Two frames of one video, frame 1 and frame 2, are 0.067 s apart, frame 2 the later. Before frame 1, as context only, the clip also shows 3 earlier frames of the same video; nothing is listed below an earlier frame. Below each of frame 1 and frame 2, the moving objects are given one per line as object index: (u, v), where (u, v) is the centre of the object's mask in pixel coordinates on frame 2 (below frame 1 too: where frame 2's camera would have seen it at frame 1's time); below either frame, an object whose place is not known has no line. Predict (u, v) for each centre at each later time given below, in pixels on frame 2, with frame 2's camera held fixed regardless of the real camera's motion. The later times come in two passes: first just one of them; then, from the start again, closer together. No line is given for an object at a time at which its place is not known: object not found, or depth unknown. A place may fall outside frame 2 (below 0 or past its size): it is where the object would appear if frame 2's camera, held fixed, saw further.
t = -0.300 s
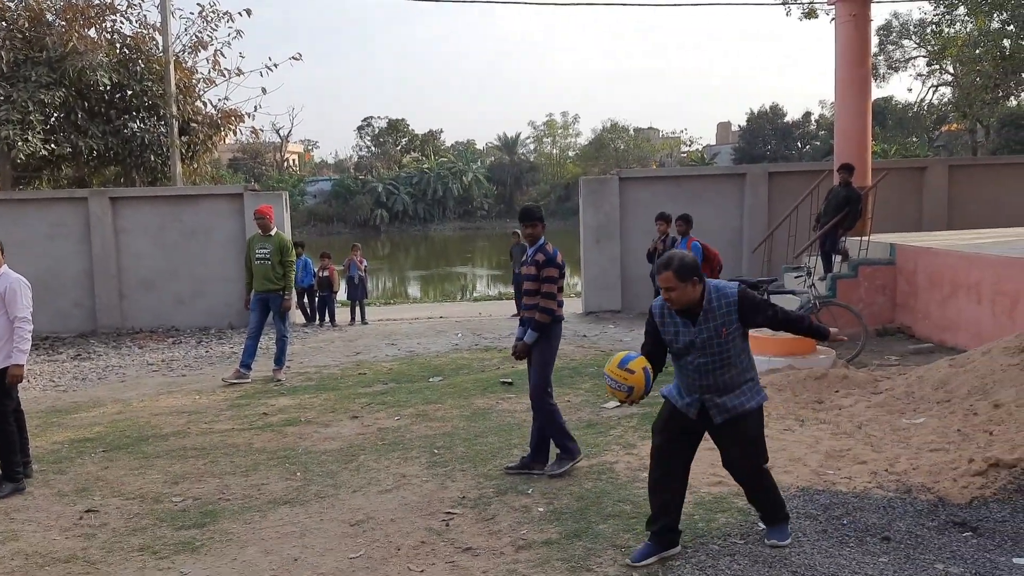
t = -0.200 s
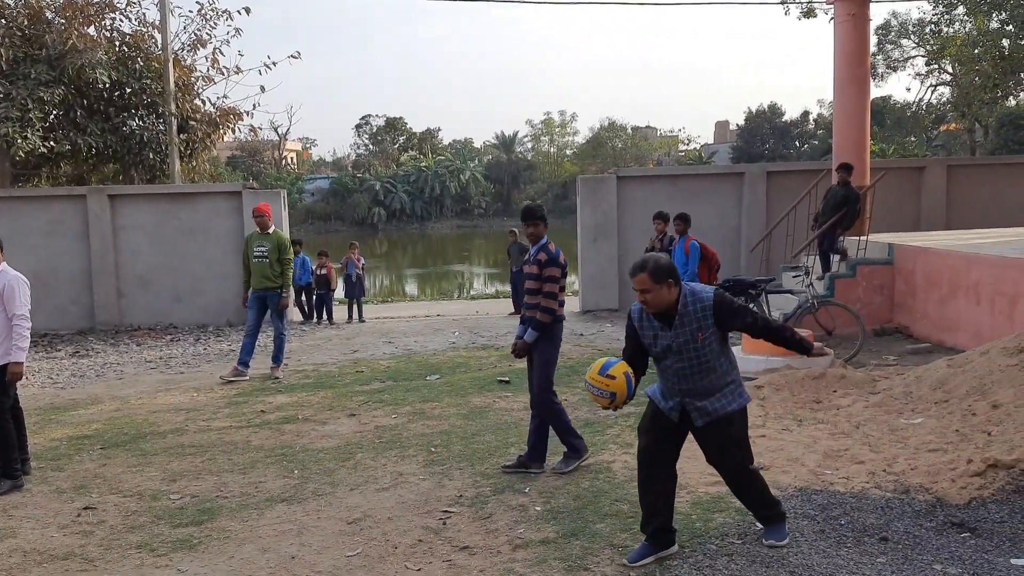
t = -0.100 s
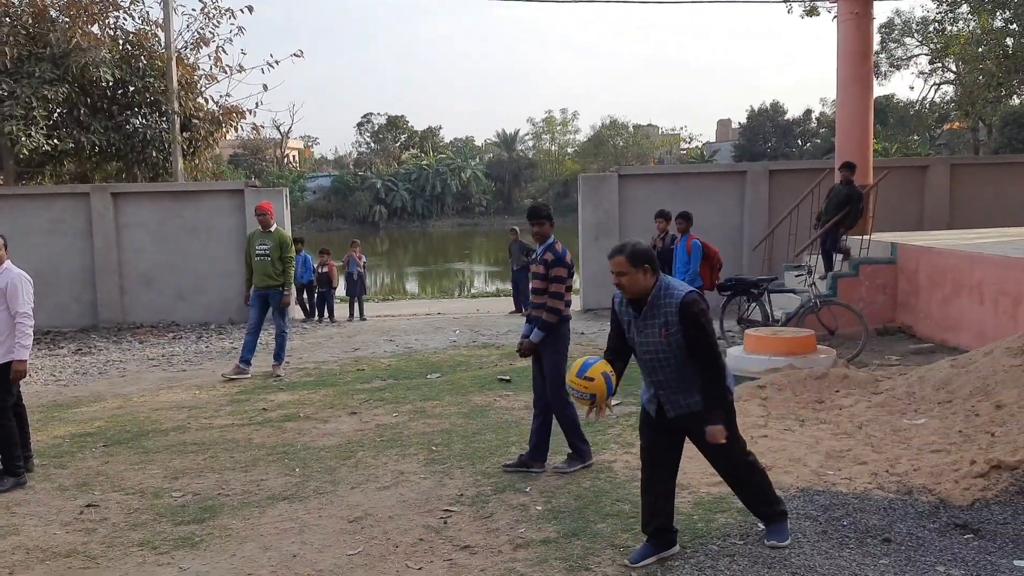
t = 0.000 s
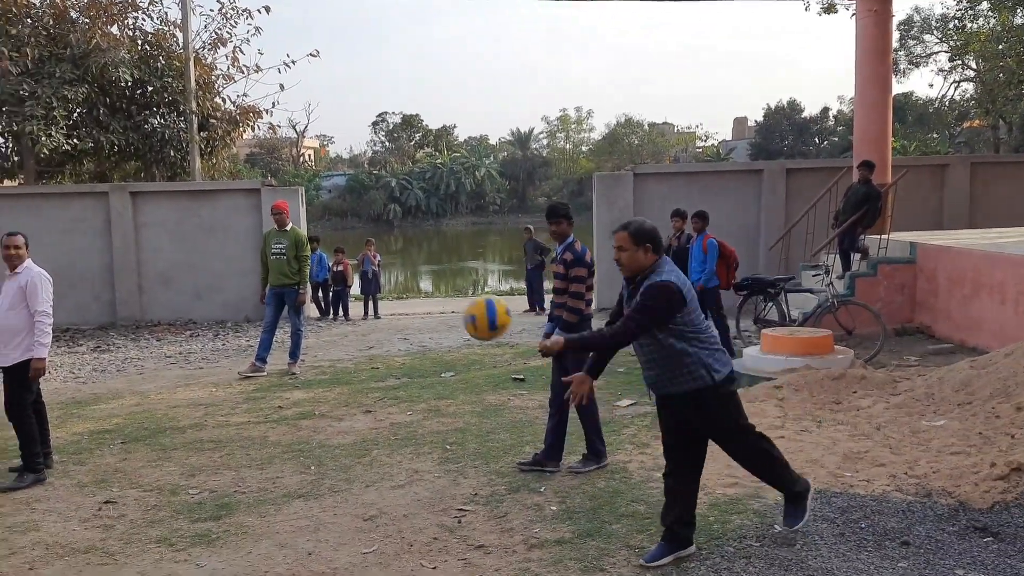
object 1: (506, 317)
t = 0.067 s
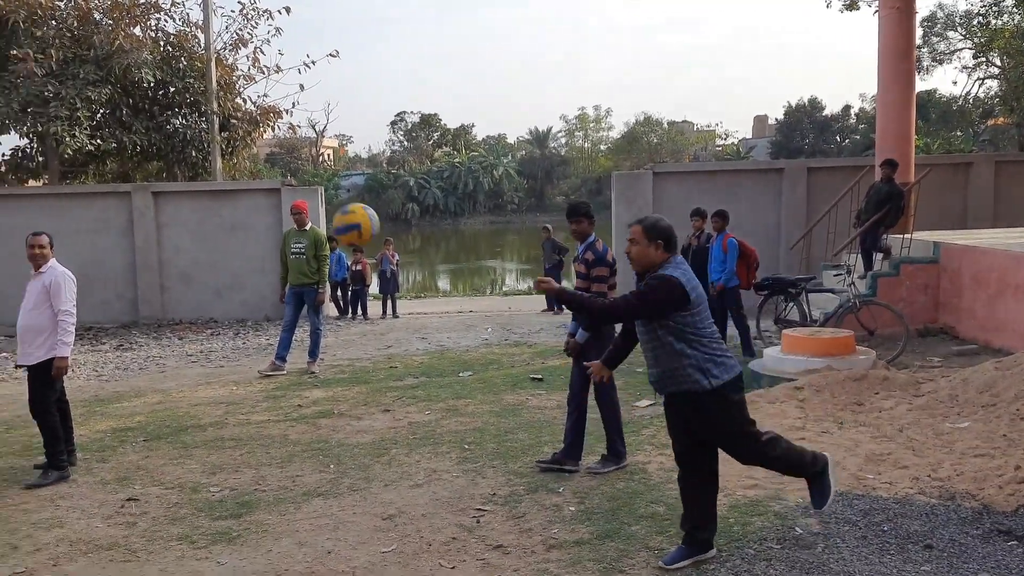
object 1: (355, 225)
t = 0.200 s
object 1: (97, 88)
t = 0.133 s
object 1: (221, 150)
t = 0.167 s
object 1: (157, 117)
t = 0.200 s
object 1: (97, 88)
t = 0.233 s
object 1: (39, 63)
